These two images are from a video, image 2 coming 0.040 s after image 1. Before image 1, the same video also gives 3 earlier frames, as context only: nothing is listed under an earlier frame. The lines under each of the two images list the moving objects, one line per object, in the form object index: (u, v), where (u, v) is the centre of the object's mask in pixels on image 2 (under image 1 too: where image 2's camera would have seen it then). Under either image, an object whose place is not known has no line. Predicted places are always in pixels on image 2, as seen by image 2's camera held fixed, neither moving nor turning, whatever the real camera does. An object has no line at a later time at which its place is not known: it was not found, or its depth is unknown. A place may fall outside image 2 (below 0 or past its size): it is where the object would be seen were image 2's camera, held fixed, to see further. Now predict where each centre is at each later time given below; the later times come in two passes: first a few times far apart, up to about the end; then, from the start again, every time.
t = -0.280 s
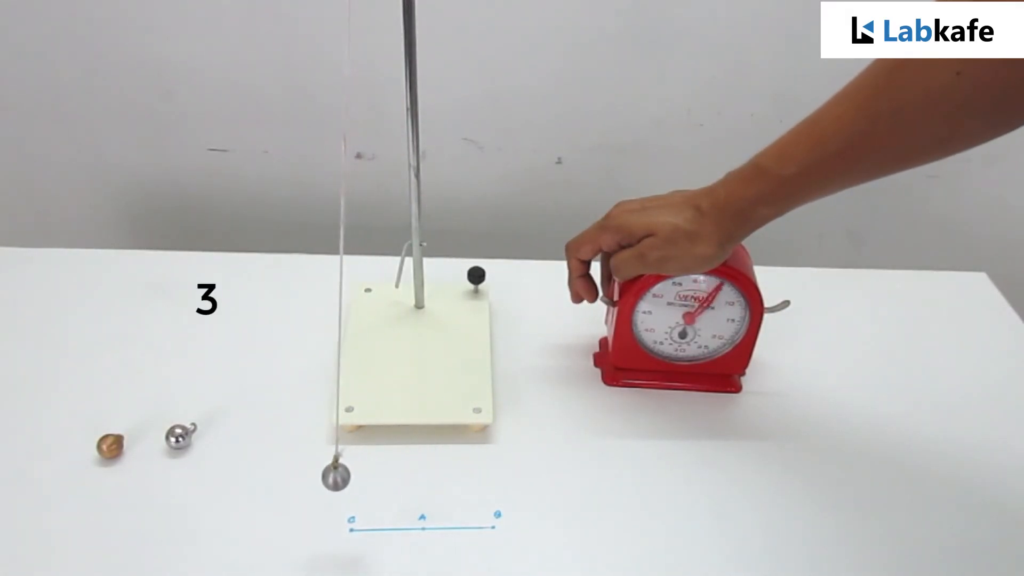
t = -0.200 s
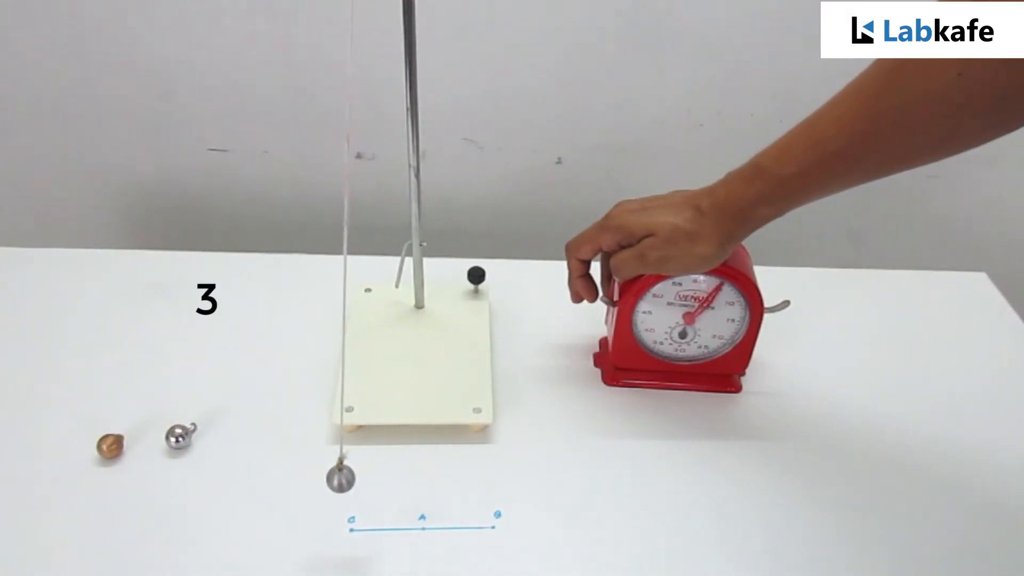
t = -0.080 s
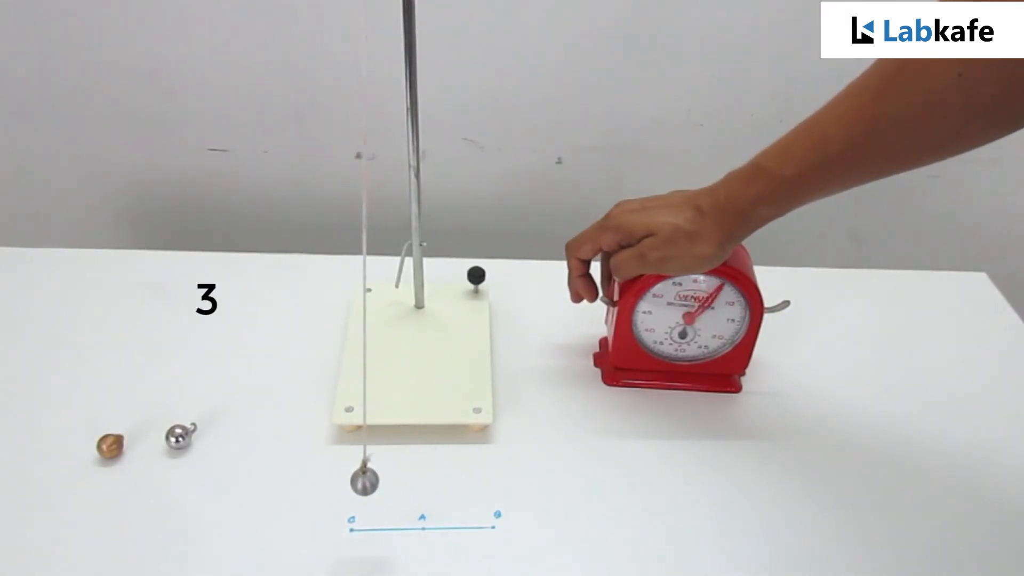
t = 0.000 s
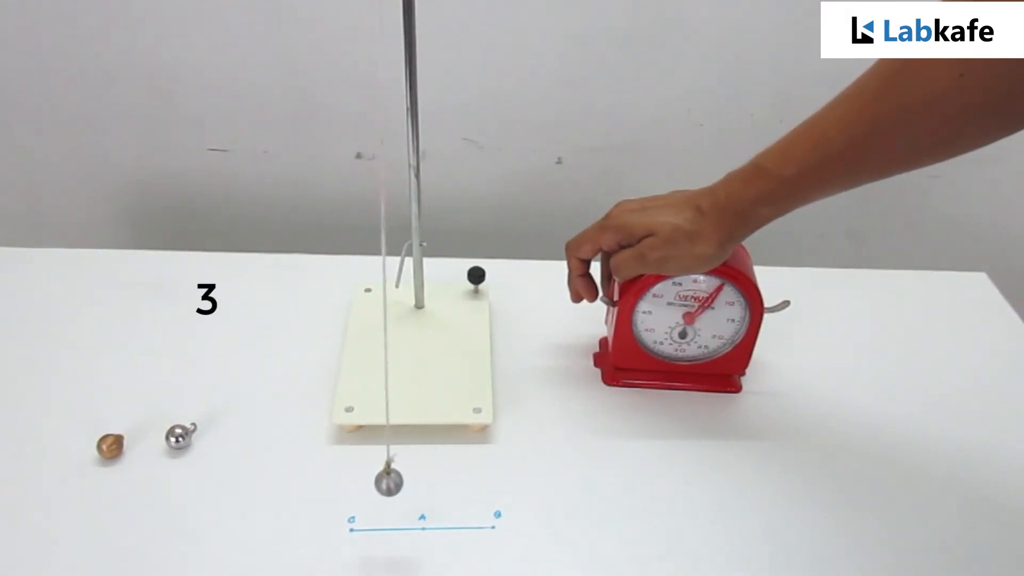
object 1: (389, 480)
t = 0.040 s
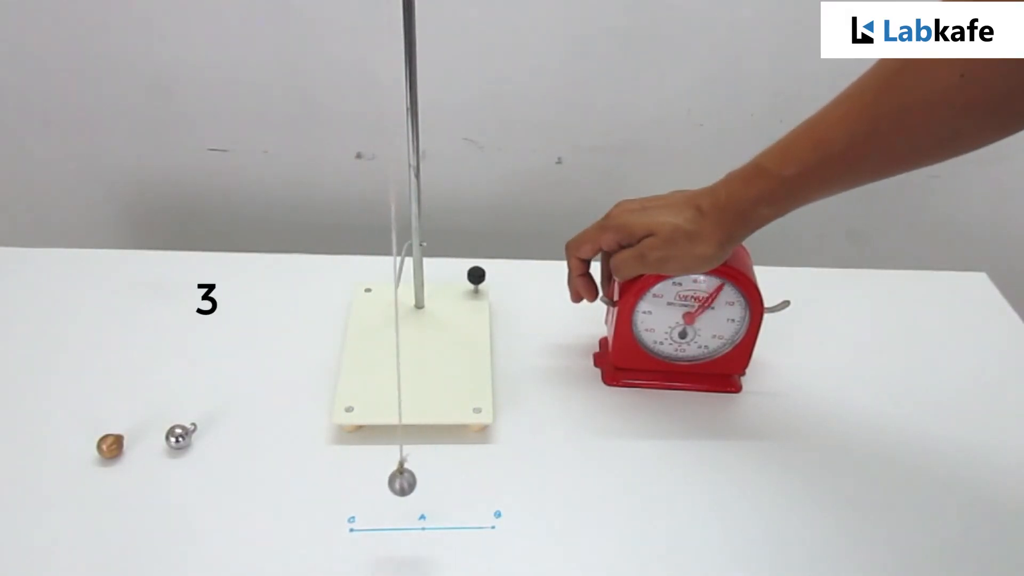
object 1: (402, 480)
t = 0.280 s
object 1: (474, 475)
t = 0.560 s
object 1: (477, 468)
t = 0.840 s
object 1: (395, 471)
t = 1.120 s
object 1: (337, 476)
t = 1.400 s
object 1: (383, 481)
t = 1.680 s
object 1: (470, 475)
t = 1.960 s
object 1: (479, 468)
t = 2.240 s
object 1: (401, 471)
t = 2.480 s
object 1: (342, 474)
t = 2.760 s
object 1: (367, 481)
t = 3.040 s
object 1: (454, 477)
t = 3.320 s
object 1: (486, 469)
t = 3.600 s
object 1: (420, 469)
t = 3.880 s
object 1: (345, 474)
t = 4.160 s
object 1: (362, 480)
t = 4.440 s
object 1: (449, 478)
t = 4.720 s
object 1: (486, 469)
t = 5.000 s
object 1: (426, 470)
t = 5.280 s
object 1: (349, 474)
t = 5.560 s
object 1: (359, 480)
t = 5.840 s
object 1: (443, 479)
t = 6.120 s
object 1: (486, 469)
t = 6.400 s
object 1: (432, 469)
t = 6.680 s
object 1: (353, 474)
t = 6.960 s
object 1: (356, 480)
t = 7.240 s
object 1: (437, 479)
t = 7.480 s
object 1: (484, 470)
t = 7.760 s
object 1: (448, 469)
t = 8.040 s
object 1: (365, 473)
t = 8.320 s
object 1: (347, 479)
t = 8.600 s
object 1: (419, 480)
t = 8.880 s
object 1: (482, 471)
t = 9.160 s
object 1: (452, 468)
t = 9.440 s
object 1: (370, 473)
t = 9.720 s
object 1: (346, 479)
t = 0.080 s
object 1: (416, 480)
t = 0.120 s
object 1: (429, 479)
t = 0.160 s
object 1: (442, 479)
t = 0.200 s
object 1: (454, 477)
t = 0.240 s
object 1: (465, 476)
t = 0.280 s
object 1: (474, 475)
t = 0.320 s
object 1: (482, 473)
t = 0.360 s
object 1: (487, 472)
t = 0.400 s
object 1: (489, 471)
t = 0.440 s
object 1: (490, 470)
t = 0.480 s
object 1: (488, 469)
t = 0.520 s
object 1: (484, 469)
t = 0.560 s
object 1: (477, 468)
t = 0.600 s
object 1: (469, 468)
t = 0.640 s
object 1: (459, 468)
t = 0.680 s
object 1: (447, 469)
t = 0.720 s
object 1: (435, 469)
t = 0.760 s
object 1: (421, 469)
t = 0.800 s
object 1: (408, 470)
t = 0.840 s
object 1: (395, 471)
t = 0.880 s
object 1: (382, 471)
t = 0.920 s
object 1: (370, 472)
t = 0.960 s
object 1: (359, 473)
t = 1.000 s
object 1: (351, 473)
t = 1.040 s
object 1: (344, 474)
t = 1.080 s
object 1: (339, 474)
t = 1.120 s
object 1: (337, 476)
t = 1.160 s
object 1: (337, 476)
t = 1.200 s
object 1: (339, 477)
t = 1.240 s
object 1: (344, 478)
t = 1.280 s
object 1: (351, 479)
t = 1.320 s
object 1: (360, 480)
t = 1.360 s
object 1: (371, 481)
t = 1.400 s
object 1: (383, 481)
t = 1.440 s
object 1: (396, 481)
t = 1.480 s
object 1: (409, 481)
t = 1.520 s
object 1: (423, 480)
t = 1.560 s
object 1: (436, 479)
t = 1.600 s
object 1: (449, 478)
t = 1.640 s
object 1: (460, 477)
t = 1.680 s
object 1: (470, 475)
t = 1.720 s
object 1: (478, 474)
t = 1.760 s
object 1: (484, 473)
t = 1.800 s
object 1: (487, 471)
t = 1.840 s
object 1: (489, 470)
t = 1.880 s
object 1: (488, 469)
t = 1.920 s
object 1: (485, 468)
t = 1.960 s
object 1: (479, 468)
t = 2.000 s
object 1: (472, 468)
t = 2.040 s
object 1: (463, 468)
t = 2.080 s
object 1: (452, 468)
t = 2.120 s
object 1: (440, 469)
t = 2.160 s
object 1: (427, 469)
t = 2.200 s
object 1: (414, 470)
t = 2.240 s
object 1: (401, 471)
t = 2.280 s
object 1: (388, 471)
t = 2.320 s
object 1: (376, 471)
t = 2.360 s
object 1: (365, 472)
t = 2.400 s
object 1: (355, 473)
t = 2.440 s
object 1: (348, 474)
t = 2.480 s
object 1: (342, 474)
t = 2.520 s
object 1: (339, 475)
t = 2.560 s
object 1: (338, 476)
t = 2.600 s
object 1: (339, 477)
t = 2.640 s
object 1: (343, 478)
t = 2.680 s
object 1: (349, 479)
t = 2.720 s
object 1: (357, 480)
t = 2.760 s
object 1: (367, 481)
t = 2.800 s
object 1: (378, 481)
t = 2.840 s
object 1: (390, 481)
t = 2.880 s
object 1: (403, 481)
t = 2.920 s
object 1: (417, 480)
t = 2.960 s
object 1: (430, 479)
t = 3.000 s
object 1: (442, 478)
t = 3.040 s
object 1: (454, 477)
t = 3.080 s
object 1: (465, 476)
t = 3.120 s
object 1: (473, 474)
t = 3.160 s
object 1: (480, 473)
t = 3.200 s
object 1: (485, 471)
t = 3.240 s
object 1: (487, 470)
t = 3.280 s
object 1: (488, 469)
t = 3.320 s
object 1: (486, 469)
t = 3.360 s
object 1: (482, 468)
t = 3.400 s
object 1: (475, 468)
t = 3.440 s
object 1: (467, 468)
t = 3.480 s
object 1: (457, 468)
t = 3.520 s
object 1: (446, 468)
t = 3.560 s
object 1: (433, 469)
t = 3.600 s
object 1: (420, 469)
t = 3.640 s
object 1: (407, 470)
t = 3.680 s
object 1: (394, 471)
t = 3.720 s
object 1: (382, 471)
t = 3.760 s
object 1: (371, 472)
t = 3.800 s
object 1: (360, 473)
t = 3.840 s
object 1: (352, 473)
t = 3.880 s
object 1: (345, 474)
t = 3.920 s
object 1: (341, 475)
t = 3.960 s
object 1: (339, 476)
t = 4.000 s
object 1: (339, 477)
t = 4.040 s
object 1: (342, 478)
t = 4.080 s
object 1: (346, 478)
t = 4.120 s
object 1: (354, 479)
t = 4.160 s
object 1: (362, 480)
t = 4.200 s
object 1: (373, 481)
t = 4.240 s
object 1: (385, 481)
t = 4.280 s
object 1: (397, 481)
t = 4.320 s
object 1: (411, 480)
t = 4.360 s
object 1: (424, 480)
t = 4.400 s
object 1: (436, 479)
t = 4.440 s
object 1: (449, 478)
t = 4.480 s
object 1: (459, 476)
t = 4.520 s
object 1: (469, 475)
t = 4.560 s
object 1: (477, 473)
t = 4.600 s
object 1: (482, 472)
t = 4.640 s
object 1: (486, 471)
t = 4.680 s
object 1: (487, 470)
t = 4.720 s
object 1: (486, 469)
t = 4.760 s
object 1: (483, 469)
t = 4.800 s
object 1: (477, 468)
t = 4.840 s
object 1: (470, 469)
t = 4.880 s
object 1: (461, 468)
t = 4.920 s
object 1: (450, 469)
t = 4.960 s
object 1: (439, 469)
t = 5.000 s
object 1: (426, 470)
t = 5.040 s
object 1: (413, 470)
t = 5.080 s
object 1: (400, 471)
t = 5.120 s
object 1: (388, 472)
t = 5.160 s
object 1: (376, 472)
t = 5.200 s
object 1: (365, 473)
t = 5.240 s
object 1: (356, 473)
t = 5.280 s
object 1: (349, 474)
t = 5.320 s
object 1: (344, 475)
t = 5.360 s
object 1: (340, 476)
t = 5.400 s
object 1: (340, 477)
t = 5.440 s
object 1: (341, 478)
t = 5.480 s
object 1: (345, 479)
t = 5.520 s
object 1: (351, 480)
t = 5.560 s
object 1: (359, 480)
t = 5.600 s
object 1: (369, 481)
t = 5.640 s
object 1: (380, 481)
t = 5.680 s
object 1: (392, 482)
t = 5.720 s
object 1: (405, 481)
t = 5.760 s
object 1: (418, 481)
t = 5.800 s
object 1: (431, 480)
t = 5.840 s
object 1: (443, 479)
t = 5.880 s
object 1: (454, 477)
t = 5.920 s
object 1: (464, 476)
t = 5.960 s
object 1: (473, 474)
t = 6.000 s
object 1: (479, 473)
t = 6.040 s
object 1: (484, 472)
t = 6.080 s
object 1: (486, 470)
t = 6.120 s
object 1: (486, 469)
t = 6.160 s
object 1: (484, 469)
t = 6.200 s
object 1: (479, 469)
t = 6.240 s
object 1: (473, 468)
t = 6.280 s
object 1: (465, 468)
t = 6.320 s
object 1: (455, 468)
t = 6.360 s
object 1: (444, 468)
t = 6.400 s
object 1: (432, 469)
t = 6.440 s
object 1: (419, 470)
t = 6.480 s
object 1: (406, 470)
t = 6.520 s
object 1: (394, 471)
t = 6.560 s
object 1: (381, 472)
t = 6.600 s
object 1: (370, 472)
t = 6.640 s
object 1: (361, 473)
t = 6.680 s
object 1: (353, 474)
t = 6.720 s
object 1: (346, 475)
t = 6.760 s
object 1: (342, 476)
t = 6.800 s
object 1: (341, 476)
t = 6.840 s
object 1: (341, 477)
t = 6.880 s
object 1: (344, 479)
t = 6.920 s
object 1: (349, 479)
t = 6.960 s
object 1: (356, 480)
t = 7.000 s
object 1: (365, 481)
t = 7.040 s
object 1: (375, 481)
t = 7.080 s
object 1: (387, 481)
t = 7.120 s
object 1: (399, 481)
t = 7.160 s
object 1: (412, 481)
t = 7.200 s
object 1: (425, 480)
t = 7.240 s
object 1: (437, 479)
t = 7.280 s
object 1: (449, 478)
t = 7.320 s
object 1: (460, 476)
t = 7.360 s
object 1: (468, 475)
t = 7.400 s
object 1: (476, 473)
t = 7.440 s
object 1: (481, 472)
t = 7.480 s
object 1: (484, 470)
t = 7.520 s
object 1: (485, 469)
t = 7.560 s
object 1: (484, 469)
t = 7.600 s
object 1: (480, 468)
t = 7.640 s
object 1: (475, 468)
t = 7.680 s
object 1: (468, 468)
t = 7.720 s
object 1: (459, 468)
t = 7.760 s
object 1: (448, 469)
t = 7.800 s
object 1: (436, 469)
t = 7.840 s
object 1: (424, 470)
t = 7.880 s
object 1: (412, 470)
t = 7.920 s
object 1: (399, 471)
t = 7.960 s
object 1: (387, 472)
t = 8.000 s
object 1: (376, 472)
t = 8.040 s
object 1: (365, 473)
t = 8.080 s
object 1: (357, 474)
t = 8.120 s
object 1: (350, 475)
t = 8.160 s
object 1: (345, 475)
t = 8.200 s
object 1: (342, 476)
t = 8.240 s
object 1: (341, 477)
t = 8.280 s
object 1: (343, 478)
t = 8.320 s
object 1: (347, 479)
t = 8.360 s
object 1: (353, 480)
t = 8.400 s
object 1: (361, 481)
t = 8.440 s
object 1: (371, 481)
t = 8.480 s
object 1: (382, 481)
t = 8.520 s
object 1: (394, 481)
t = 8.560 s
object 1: (406, 481)
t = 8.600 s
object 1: (419, 480)
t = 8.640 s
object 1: (432, 479)
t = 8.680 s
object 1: (444, 478)
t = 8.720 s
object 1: (454, 477)
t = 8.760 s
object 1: (464, 475)
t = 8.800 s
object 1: (472, 474)
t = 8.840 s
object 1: (478, 472)
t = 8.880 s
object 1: (482, 471)
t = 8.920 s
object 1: (484, 470)
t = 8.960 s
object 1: (484, 469)
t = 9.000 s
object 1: (481, 468)
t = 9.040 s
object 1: (477, 468)
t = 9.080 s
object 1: (470, 468)
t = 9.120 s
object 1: (462, 468)
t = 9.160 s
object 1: (452, 468)
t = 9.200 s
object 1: (441, 468)
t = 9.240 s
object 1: (430, 469)
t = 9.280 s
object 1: (417, 470)
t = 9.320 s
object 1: (405, 470)
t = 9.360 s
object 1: (393, 471)
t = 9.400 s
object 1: (381, 471)
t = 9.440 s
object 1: (370, 473)
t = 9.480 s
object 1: (361, 473)
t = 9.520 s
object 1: (353, 475)
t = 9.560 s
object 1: (348, 475)
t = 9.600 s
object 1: (344, 476)
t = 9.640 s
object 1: (342, 477)
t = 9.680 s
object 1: (343, 478)
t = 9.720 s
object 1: (346, 479)
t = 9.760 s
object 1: (351, 480)
